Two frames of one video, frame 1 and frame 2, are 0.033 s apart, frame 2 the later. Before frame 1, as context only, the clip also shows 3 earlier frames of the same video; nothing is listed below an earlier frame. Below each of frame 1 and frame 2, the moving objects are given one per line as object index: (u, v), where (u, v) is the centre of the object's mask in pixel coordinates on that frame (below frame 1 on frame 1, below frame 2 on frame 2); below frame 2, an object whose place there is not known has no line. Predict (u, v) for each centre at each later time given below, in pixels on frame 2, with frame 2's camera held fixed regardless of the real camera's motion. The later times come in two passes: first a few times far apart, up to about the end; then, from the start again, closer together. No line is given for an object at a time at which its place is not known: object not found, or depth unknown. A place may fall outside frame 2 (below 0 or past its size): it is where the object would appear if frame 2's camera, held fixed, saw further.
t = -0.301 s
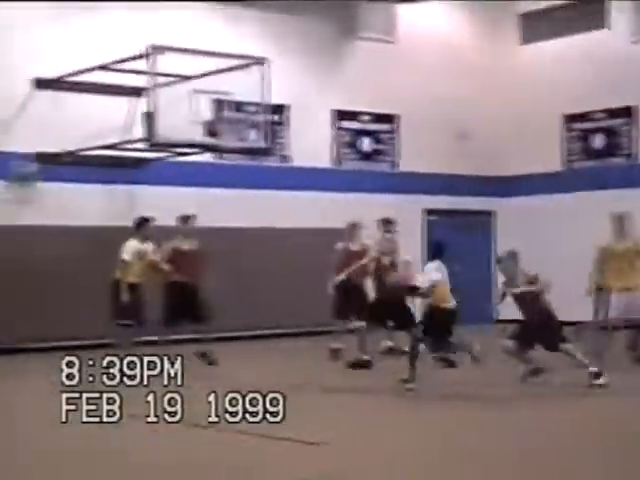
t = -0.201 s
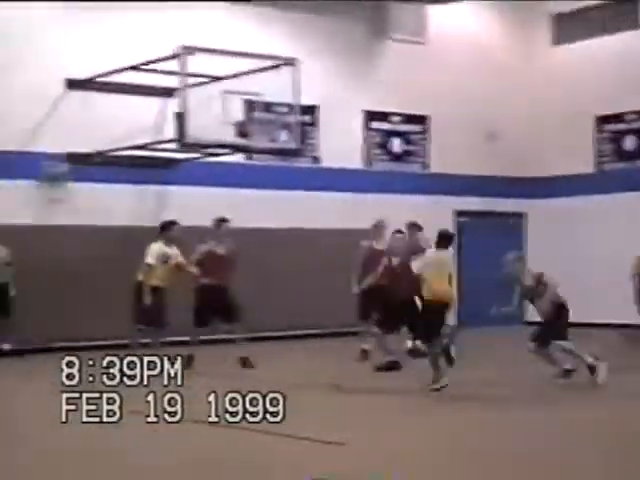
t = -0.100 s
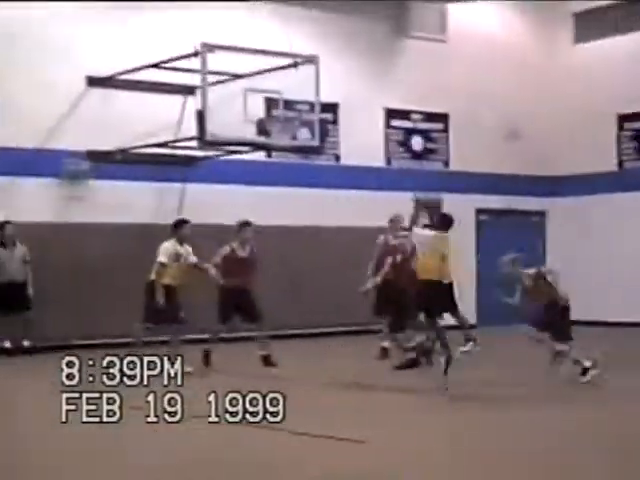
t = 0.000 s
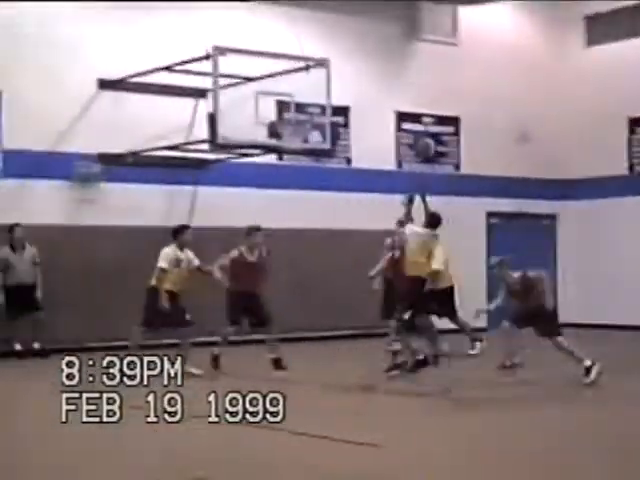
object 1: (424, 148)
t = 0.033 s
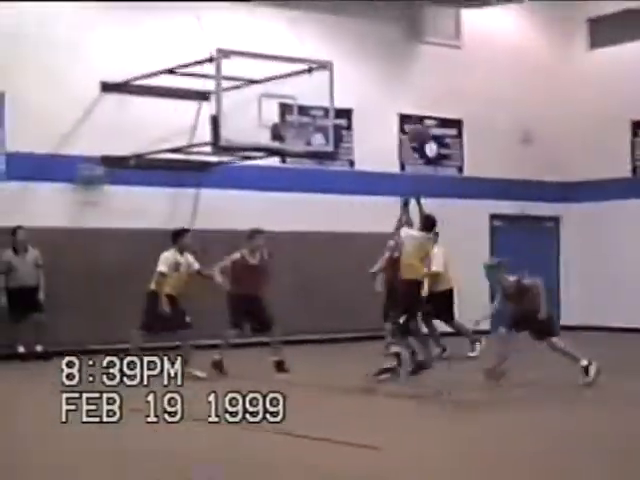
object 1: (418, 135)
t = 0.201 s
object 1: (384, 66)
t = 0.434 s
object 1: (342, 23)
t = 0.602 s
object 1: (317, 22)
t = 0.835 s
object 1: (286, 56)
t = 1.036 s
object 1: (287, 101)
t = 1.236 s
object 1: (314, 104)
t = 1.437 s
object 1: (339, 113)
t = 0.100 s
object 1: (404, 102)
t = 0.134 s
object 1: (397, 88)
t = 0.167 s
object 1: (391, 77)
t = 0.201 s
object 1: (384, 66)
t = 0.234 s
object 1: (377, 57)
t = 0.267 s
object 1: (371, 50)
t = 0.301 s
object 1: (365, 42)
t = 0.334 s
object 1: (359, 35)
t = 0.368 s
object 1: (353, 30)
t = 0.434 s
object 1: (342, 23)
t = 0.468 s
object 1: (337, 21)
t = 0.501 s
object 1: (331, 20)
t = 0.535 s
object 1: (326, 19)
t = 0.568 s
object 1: (322, 20)
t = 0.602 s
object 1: (317, 22)
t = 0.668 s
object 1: (307, 28)
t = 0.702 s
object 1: (303, 32)
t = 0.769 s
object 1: (294, 43)
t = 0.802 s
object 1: (289, 49)
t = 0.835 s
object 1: (286, 56)
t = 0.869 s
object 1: (281, 65)
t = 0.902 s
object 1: (277, 74)
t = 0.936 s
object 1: (272, 83)
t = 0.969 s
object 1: (275, 90)
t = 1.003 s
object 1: (280, 96)
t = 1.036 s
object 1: (287, 101)
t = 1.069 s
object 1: (289, 109)
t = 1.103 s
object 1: (297, 113)
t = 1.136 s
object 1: (299, 109)
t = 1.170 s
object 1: (306, 108)
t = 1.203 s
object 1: (310, 105)
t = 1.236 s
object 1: (314, 104)
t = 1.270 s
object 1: (319, 104)
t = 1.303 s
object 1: (323, 104)
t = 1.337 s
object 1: (327, 104)
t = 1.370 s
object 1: (332, 107)
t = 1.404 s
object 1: (336, 108)
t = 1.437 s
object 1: (339, 113)
